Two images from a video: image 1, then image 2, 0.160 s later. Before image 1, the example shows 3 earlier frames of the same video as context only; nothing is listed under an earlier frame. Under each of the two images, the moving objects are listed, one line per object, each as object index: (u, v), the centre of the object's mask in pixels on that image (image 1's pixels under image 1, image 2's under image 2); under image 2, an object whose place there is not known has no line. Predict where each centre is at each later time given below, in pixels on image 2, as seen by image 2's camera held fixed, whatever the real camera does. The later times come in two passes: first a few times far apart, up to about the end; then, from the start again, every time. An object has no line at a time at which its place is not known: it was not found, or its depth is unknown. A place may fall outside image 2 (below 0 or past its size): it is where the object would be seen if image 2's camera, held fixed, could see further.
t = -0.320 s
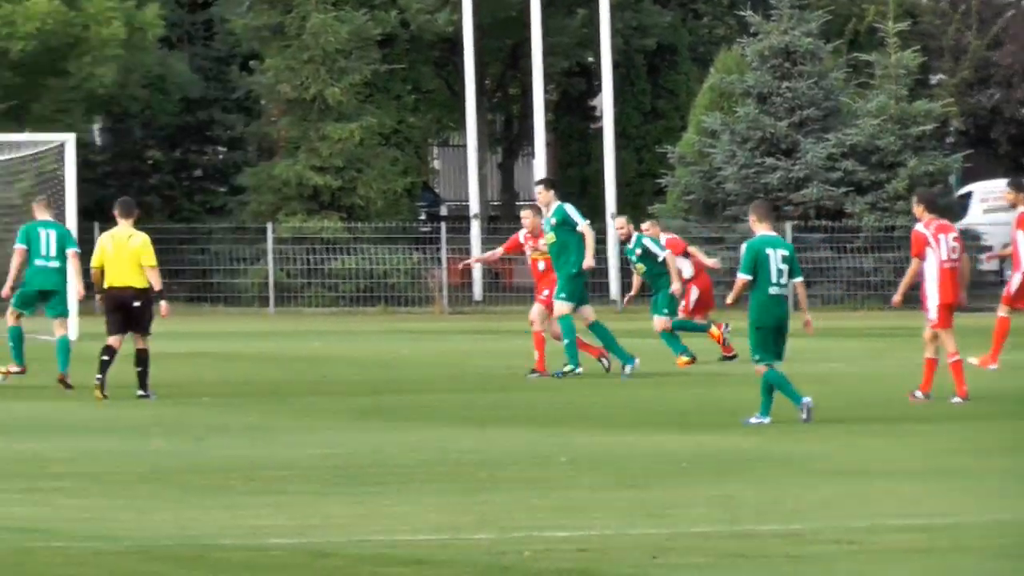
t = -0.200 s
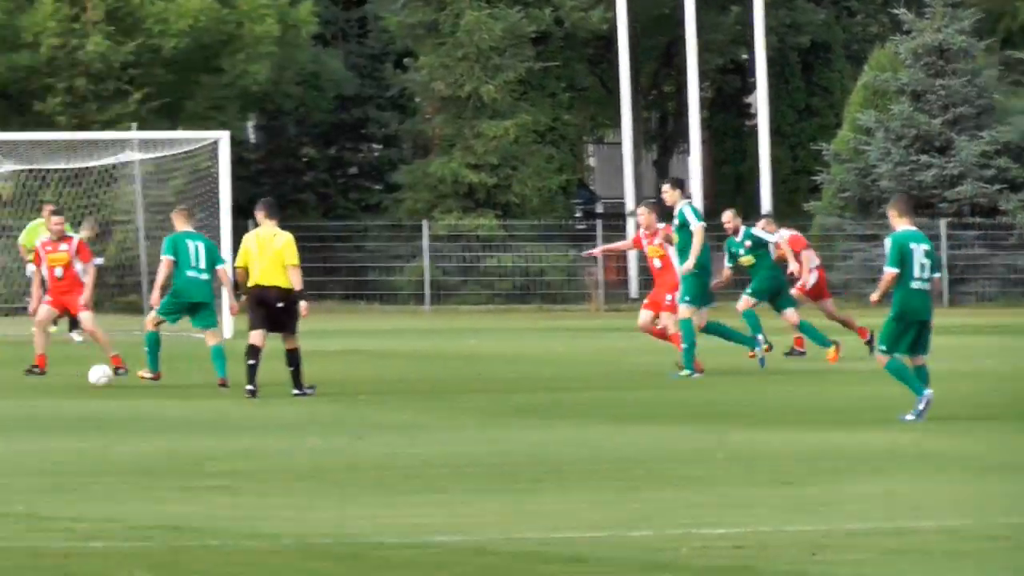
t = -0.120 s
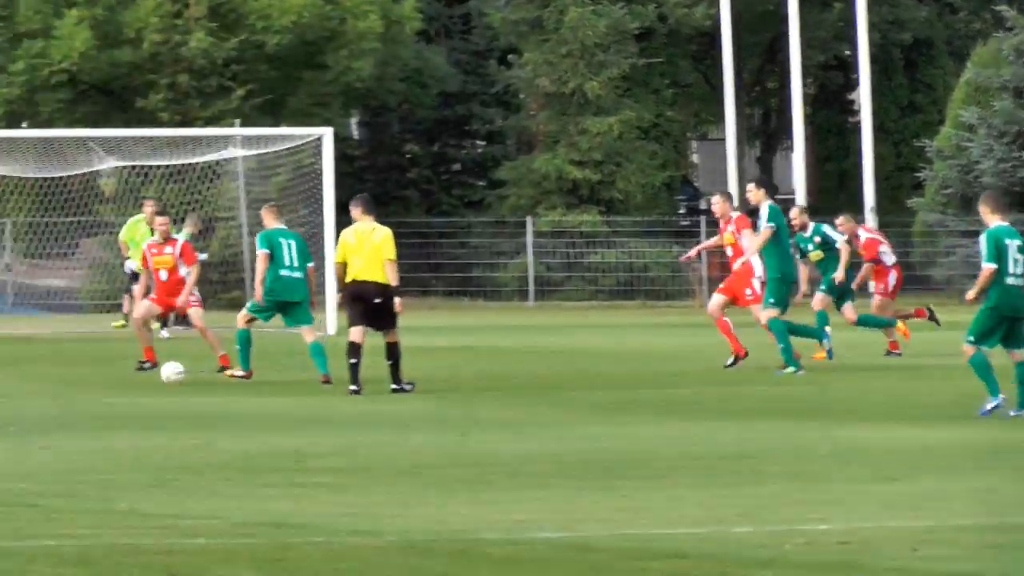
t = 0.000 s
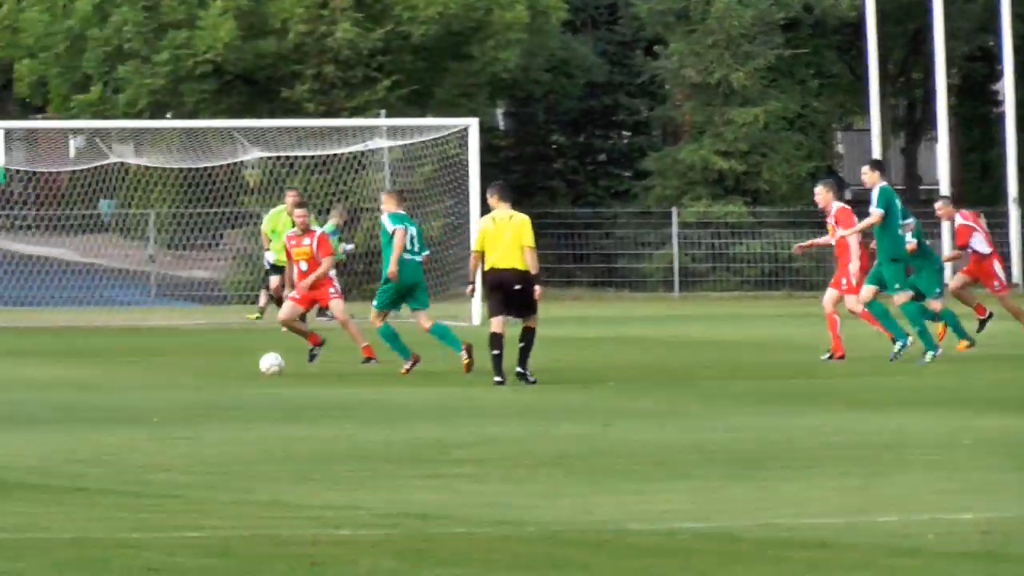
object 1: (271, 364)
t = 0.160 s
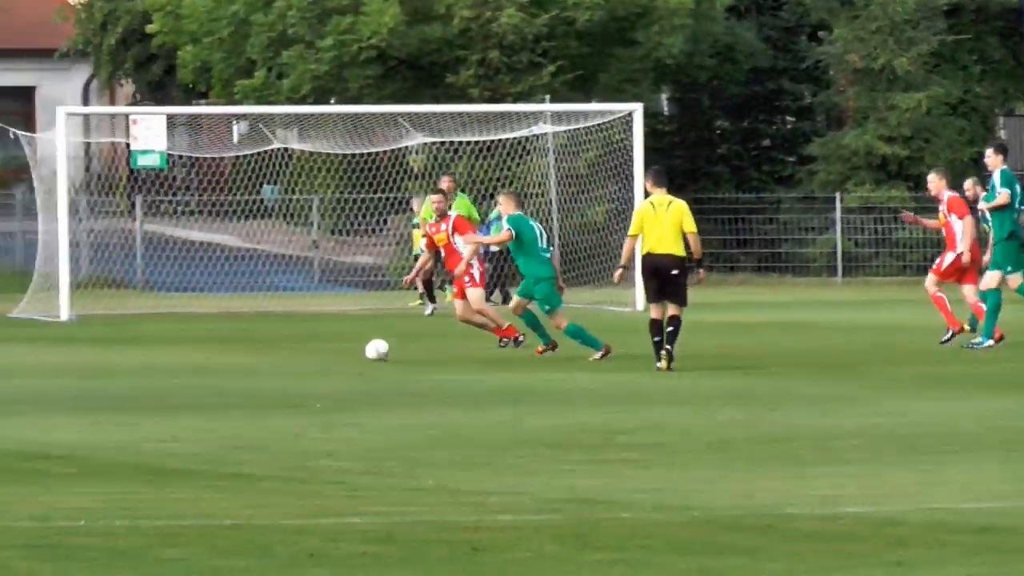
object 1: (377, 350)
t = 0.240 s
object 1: (349, 350)
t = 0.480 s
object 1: (269, 353)
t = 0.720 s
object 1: (194, 354)
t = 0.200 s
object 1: (363, 351)
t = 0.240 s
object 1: (349, 350)
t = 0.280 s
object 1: (335, 351)
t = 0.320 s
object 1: (322, 352)
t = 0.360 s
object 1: (308, 351)
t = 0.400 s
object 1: (295, 351)
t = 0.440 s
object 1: (282, 352)
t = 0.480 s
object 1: (269, 353)
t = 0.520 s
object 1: (256, 352)
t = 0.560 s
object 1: (243, 352)
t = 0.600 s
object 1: (230, 353)
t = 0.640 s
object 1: (217, 354)
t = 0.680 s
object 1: (206, 354)
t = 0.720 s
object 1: (194, 354)
